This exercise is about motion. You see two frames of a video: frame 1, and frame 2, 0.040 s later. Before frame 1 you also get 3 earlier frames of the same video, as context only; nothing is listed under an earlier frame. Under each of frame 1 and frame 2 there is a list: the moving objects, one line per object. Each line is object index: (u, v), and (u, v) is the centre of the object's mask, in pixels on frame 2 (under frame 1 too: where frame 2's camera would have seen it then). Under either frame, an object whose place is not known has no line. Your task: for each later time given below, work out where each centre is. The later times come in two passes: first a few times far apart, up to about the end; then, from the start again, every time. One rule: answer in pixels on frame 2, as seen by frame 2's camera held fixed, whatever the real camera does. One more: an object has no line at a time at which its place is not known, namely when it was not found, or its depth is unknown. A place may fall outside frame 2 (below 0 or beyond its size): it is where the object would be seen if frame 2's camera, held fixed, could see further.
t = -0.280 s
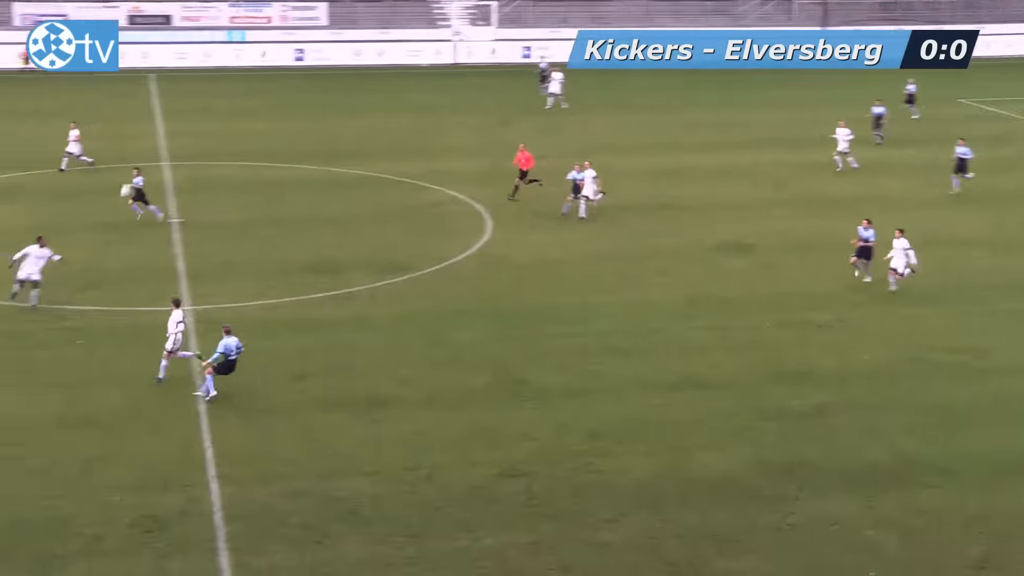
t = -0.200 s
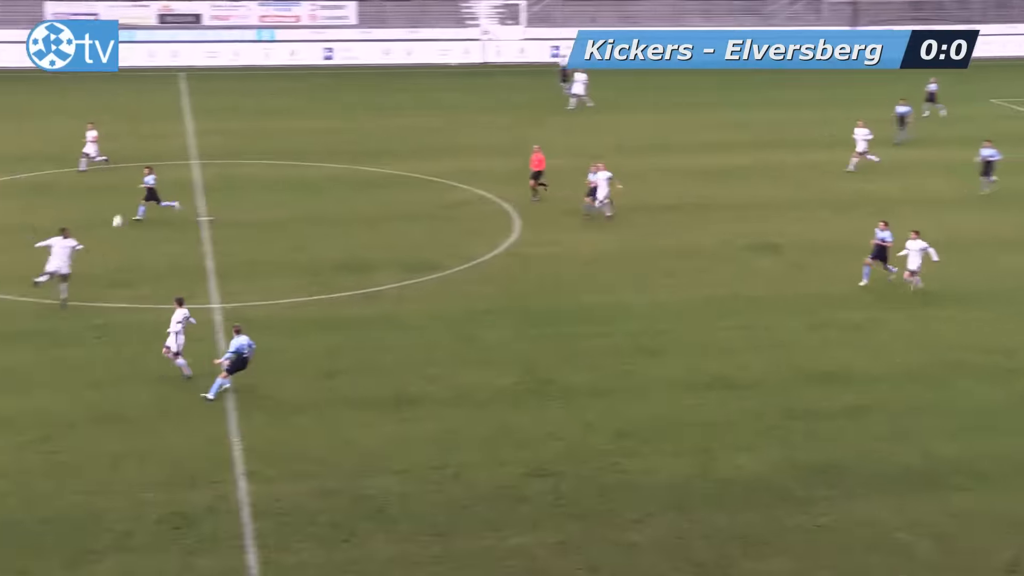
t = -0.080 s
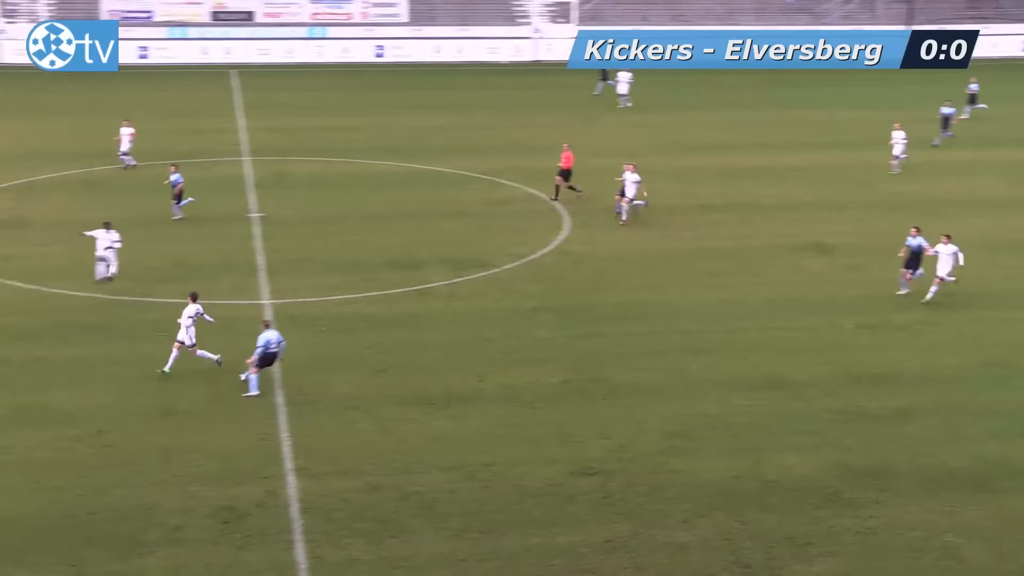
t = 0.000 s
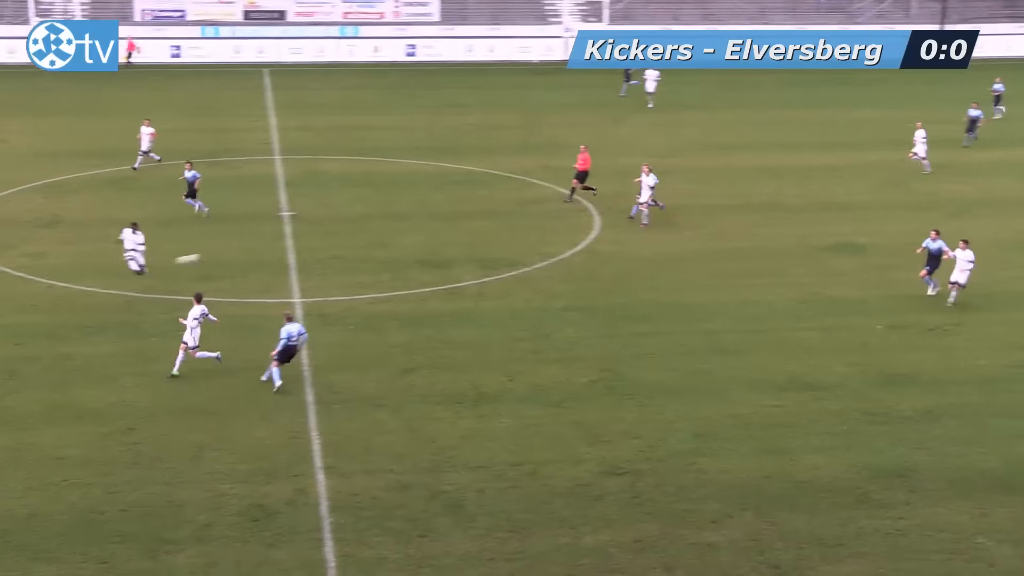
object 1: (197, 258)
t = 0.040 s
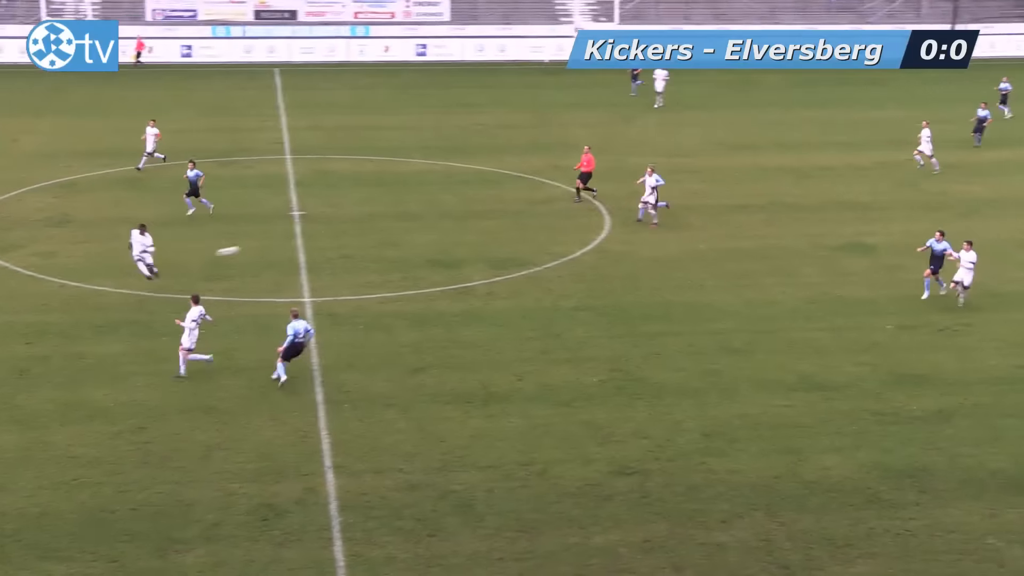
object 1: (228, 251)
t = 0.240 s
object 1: (381, 228)
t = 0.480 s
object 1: (560, 231)
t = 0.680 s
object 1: (702, 255)
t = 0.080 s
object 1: (258, 245)
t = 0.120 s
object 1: (288, 239)
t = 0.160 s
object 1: (319, 235)
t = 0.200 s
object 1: (350, 231)
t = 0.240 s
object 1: (381, 228)
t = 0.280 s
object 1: (411, 227)
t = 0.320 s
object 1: (442, 226)
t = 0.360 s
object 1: (472, 225)
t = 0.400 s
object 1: (501, 226)
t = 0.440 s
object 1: (531, 228)
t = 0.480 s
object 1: (560, 231)
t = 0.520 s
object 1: (589, 233)
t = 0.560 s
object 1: (618, 237)
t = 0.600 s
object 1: (647, 243)
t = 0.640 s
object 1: (674, 248)
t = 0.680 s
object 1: (702, 255)
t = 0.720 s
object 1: (730, 263)
